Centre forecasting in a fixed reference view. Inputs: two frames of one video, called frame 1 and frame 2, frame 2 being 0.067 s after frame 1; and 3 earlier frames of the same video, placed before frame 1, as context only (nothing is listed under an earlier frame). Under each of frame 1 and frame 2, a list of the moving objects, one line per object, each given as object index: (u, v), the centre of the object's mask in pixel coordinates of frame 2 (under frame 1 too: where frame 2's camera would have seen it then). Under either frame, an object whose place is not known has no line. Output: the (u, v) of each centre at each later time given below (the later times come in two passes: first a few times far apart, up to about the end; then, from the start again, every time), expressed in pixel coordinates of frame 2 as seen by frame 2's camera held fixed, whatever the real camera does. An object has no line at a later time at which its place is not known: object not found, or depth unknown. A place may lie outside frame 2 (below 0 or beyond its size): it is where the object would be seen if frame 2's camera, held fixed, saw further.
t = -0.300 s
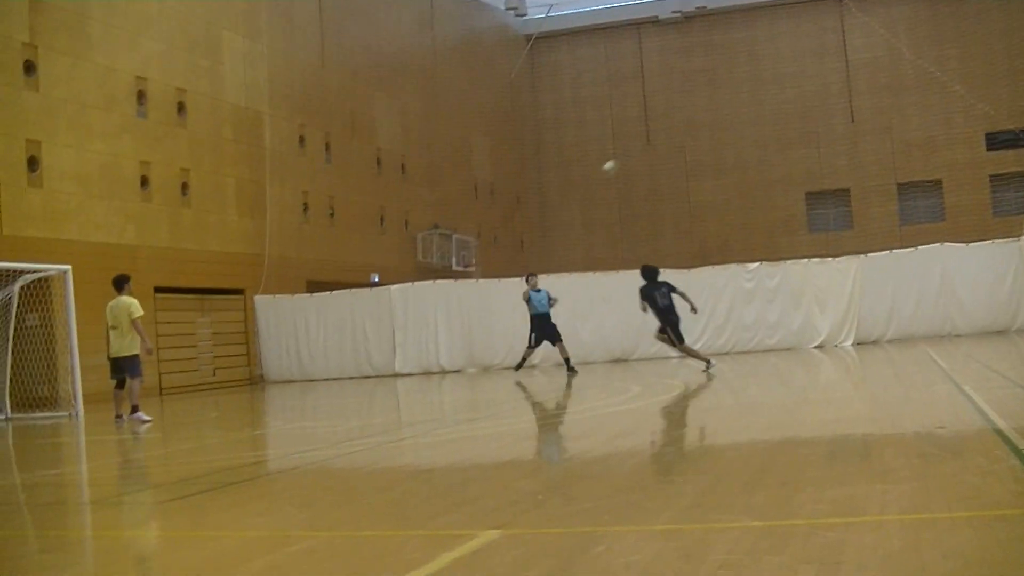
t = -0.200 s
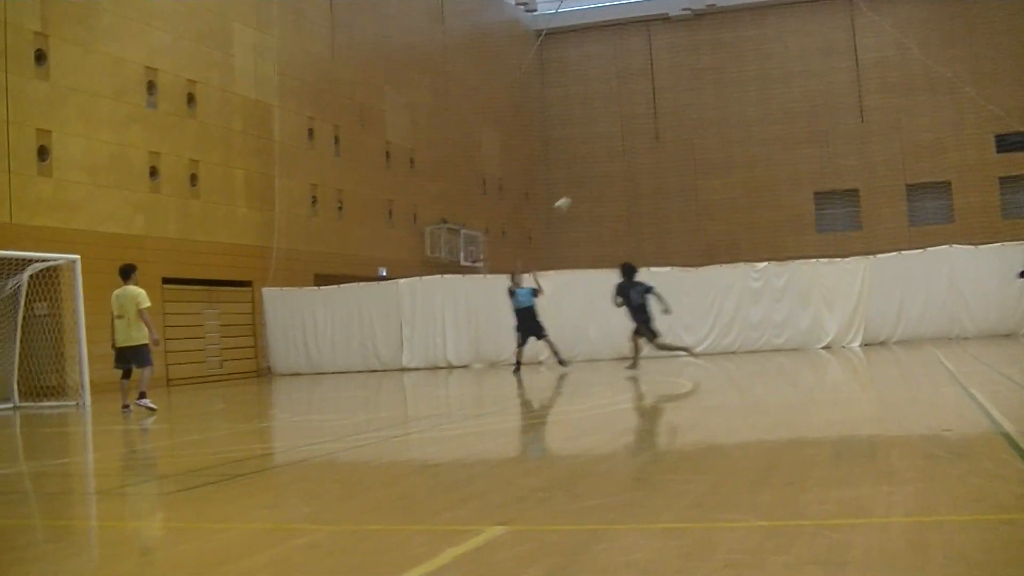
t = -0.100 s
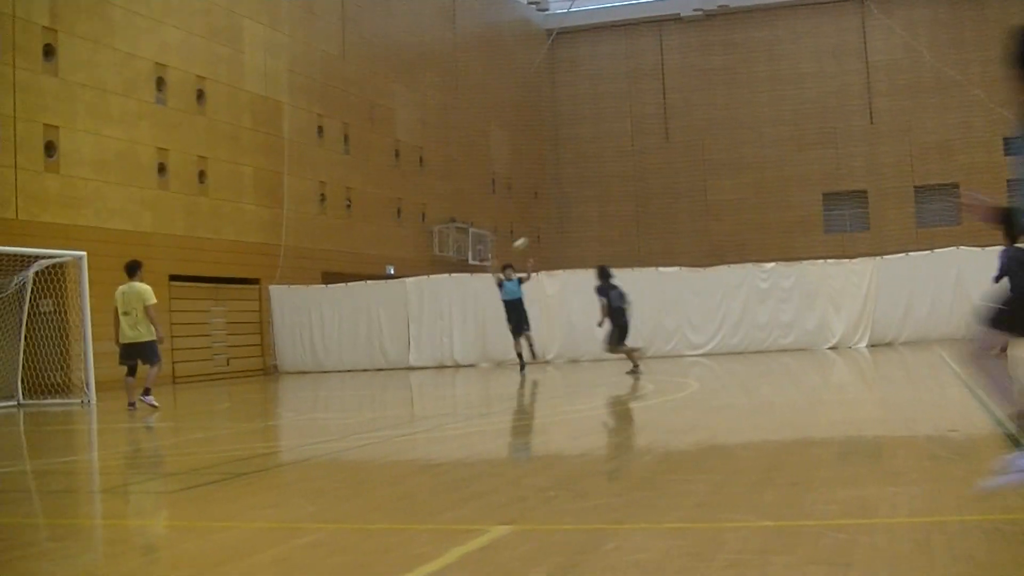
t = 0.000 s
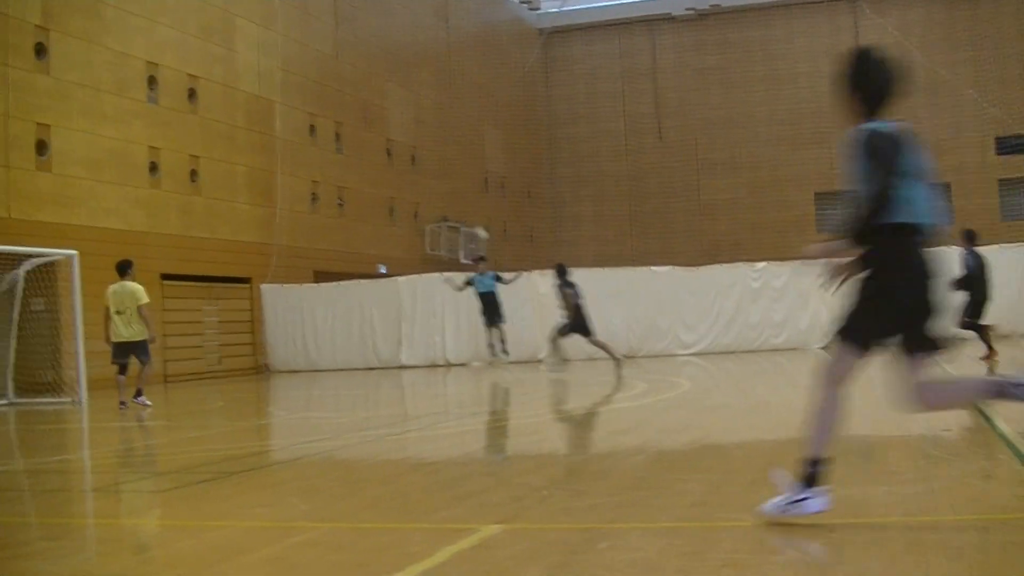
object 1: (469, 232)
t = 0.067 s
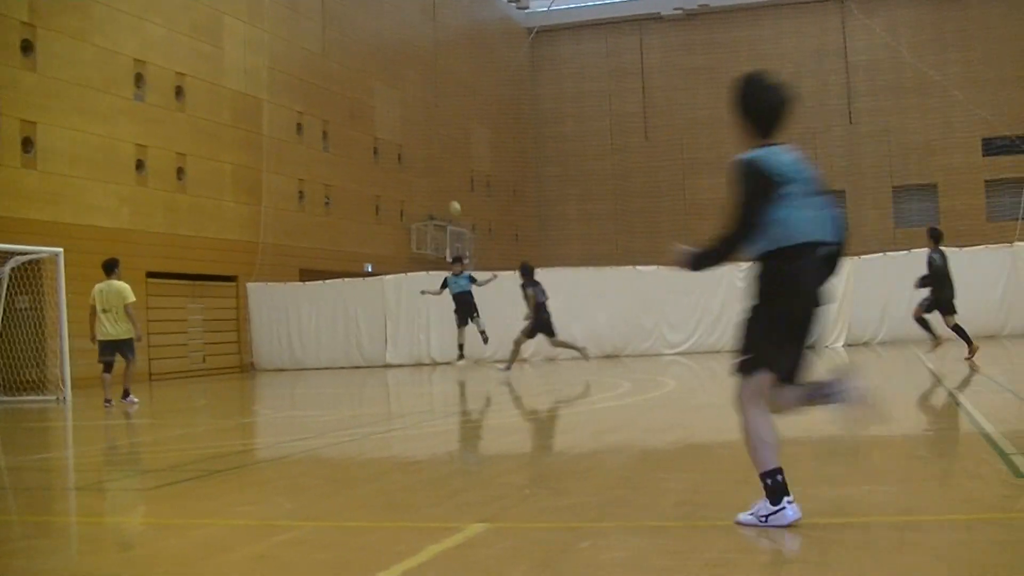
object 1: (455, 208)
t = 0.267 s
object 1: (414, 145)
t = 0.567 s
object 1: (353, 97)
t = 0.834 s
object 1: (297, 96)
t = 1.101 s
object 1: (239, 141)
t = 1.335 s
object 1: (186, 224)
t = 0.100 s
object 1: (448, 196)
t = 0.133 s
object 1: (440, 184)
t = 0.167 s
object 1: (434, 173)
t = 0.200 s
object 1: (427, 163)
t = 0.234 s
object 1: (420, 155)
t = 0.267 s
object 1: (414, 145)
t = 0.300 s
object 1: (407, 138)
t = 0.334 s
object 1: (400, 132)
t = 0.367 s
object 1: (394, 123)
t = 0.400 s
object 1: (387, 117)
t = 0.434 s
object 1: (380, 112)
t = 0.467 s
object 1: (374, 107)
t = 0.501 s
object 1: (367, 104)
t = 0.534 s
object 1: (360, 100)
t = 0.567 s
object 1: (353, 97)
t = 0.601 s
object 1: (347, 95)
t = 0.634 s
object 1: (340, 93)
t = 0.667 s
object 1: (333, 91)
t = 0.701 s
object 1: (326, 91)
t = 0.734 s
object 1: (318, 91)
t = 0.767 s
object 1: (311, 93)
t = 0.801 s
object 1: (305, 94)
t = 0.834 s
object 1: (297, 96)
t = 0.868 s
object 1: (290, 99)
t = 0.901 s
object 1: (284, 103)
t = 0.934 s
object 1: (277, 107)
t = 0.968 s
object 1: (269, 114)
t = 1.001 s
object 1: (261, 119)
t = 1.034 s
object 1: (254, 126)
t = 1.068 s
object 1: (246, 133)
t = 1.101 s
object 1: (239, 141)
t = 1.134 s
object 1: (232, 151)
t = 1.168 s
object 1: (225, 161)
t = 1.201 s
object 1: (217, 172)
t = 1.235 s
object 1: (209, 183)
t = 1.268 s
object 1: (201, 197)
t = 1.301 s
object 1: (195, 210)
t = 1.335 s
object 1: (186, 224)
